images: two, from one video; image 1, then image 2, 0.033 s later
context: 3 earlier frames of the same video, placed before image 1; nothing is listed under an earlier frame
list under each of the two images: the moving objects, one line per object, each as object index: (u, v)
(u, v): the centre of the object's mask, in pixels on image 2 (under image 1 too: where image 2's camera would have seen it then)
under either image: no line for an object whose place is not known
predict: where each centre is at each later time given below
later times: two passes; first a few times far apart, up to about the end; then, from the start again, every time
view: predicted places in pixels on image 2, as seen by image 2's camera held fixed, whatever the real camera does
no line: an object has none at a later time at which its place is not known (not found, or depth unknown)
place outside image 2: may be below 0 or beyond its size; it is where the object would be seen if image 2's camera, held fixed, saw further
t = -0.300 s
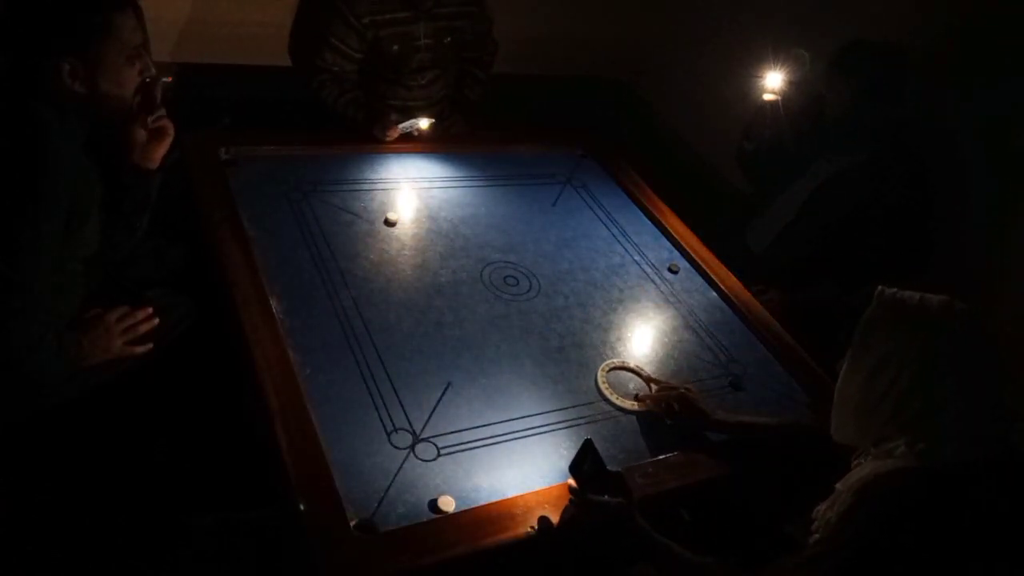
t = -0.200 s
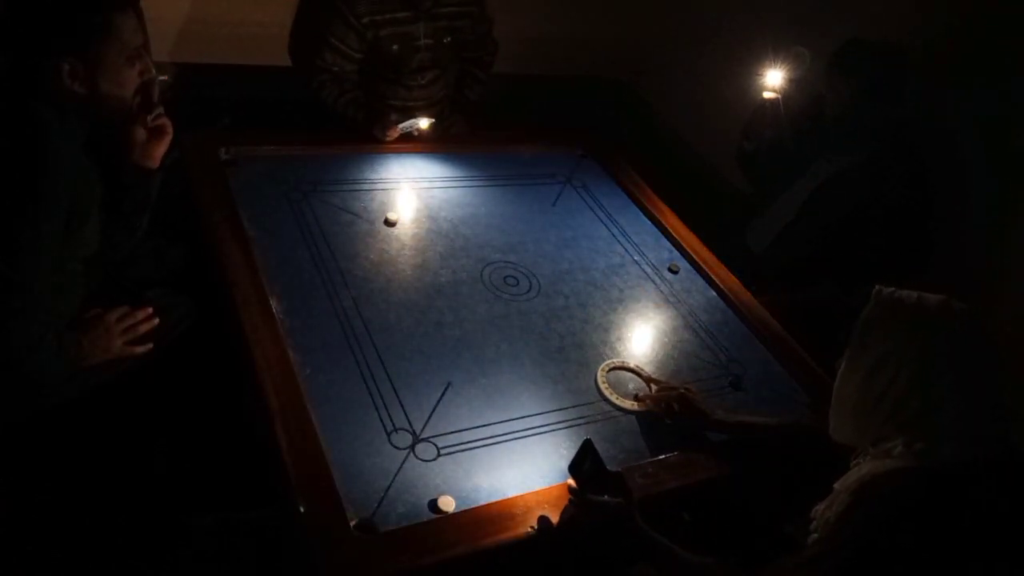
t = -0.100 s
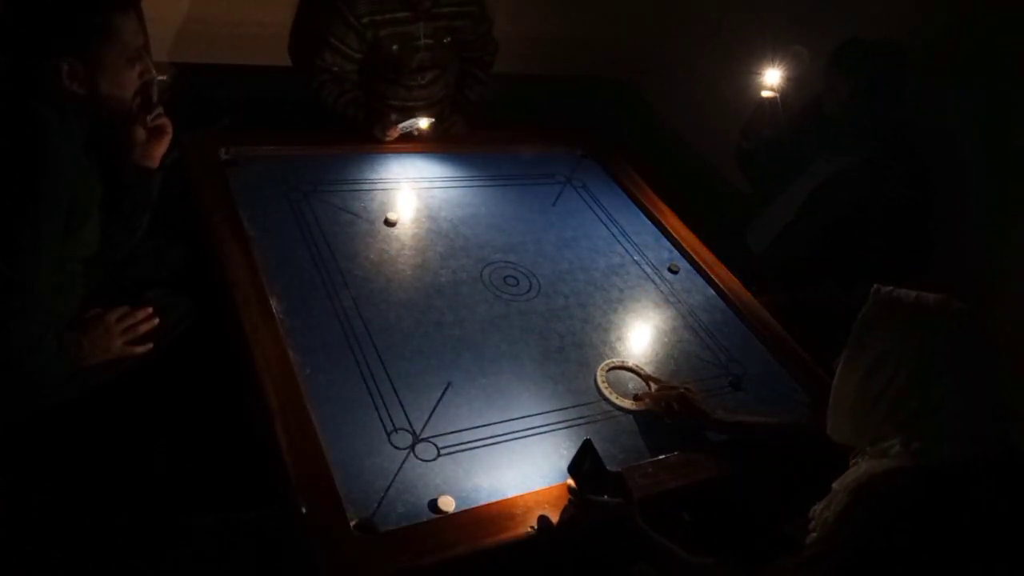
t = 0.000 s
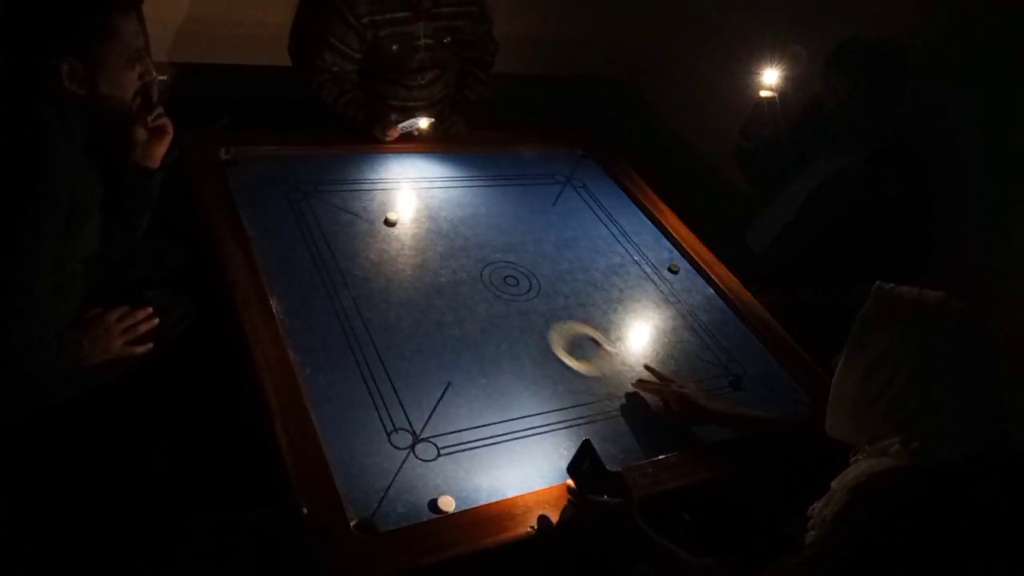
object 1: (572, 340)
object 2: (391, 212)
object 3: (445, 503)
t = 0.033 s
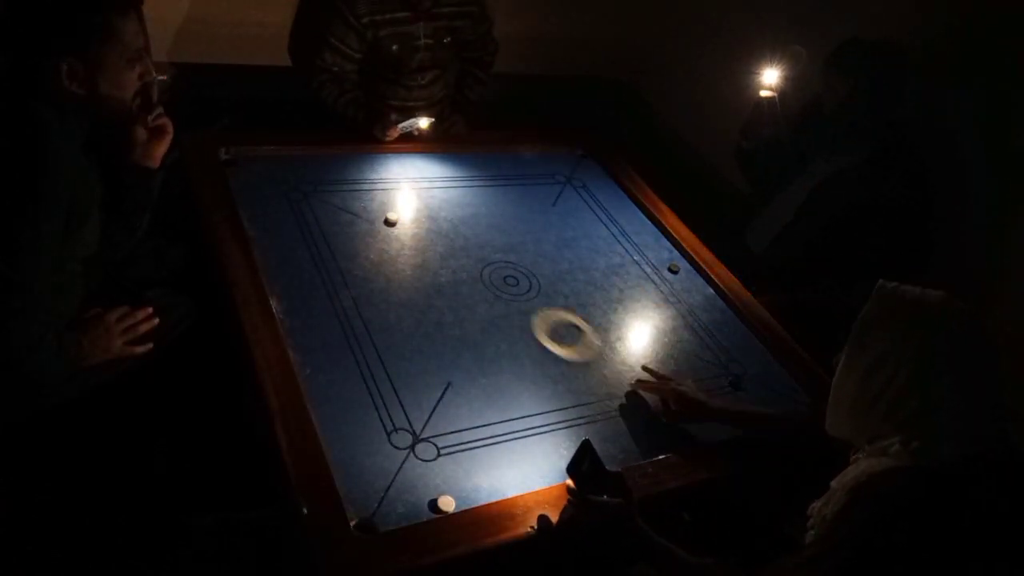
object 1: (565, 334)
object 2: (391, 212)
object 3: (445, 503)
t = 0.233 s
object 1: (468, 256)
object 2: (391, 213)
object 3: (446, 503)
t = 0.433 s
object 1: (387, 187)
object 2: (352, 207)
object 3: (446, 503)
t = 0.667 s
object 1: (371, 206)
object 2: (268, 193)
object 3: (446, 503)
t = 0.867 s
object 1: (383, 264)
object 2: (260, 178)
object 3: (445, 502)
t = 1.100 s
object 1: (397, 342)
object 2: (302, 164)
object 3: (445, 500)
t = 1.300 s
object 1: (410, 421)
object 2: (334, 158)
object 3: (445, 500)
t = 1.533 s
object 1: (399, 475)
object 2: (368, 165)
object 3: (449, 500)
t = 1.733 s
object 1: (381, 474)
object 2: (396, 172)
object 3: (453, 495)
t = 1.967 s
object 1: (408, 469)
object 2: (427, 180)
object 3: (456, 487)
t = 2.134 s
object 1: (423, 464)
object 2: (447, 186)
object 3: (472, 486)
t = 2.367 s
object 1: (442, 458)
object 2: (474, 193)
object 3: (492, 484)
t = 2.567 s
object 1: (456, 452)
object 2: (495, 199)
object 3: (505, 482)
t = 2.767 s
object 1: (468, 447)
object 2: (514, 205)
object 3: (514, 481)
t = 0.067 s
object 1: (548, 320)
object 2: (391, 212)
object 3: (445, 503)
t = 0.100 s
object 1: (531, 307)
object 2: (391, 212)
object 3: (446, 503)
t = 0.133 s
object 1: (515, 293)
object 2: (391, 212)
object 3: (446, 503)
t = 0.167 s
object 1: (499, 281)
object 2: (391, 212)
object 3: (446, 503)
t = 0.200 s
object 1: (483, 268)
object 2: (391, 212)
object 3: (446, 503)
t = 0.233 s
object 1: (468, 256)
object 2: (391, 213)
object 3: (446, 503)
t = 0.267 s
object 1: (453, 244)
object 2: (391, 213)
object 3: (446, 503)
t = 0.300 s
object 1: (440, 233)
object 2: (391, 212)
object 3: (446, 503)
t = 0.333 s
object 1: (427, 223)
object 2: (389, 212)
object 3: (446, 503)
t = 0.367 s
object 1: (413, 210)
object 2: (378, 211)
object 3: (446, 503)
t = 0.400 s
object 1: (401, 199)
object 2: (365, 210)
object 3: (446, 503)
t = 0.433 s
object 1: (387, 187)
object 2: (352, 207)
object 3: (446, 503)
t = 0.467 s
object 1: (378, 179)
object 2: (341, 206)
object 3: (446, 503)
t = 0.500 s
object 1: (369, 170)
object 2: (329, 204)
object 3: (446, 503)
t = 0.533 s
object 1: (367, 172)
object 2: (316, 201)
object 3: (446, 503)
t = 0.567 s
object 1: (368, 180)
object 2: (304, 199)
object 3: (446, 503)
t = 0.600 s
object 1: (369, 189)
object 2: (292, 197)
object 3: (446, 503)
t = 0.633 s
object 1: (370, 198)
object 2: (281, 196)
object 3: (446, 503)
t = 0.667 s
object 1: (371, 206)
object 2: (268, 193)
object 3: (446, 503)
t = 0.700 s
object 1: (373, 215)
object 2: (256, 191)
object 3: (446, 503)
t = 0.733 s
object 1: (375, 224)
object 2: (244, 189)
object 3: (446, 503)
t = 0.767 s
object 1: (377, 234)
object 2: (238, 185)
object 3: (446, 503)
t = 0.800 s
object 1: (379, 244)
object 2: (246, 183)
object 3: (446, 503)
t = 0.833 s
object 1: (381, 254)
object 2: (253, 180)
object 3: (446, 503)
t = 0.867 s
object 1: (383, 264)
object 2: (260, 178)
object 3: (445, 502)
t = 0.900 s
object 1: (385, 274)
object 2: (266, 176)
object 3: (445, 502)
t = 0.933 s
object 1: (387, 284)
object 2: (272, 173)
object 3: (445, 502)
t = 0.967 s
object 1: (388, 296)
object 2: (279, 171)
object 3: (445, 502)
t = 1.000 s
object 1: (390, 307)
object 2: (285, 169)
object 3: (445, 501)
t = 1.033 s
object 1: (392, 318)
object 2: (290, 167)
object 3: (445, 501)
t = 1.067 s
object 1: (394, 330)
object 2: (296, 165)
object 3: (445, 501)
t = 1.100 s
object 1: (397, 342)
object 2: (302, 164)
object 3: (445, 500)
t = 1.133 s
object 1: (399, 354)
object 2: (307, 162)
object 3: (445, 501)
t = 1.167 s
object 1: (401, 367)
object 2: (313, 160)
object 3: (445, 500)
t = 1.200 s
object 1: (403, 380)
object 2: (318, 159)
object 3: (445, 500)
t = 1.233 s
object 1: (406, 393)
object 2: (323, 157)
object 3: (445, 500)
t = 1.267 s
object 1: (408, 407)
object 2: (328, 157)
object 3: (445, 500)
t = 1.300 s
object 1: (410, 421)
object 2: (334, 158)
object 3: (445, 500)
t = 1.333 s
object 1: (413, 436)
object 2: (339, 159)
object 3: (445, 500)
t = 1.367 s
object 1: (416, 451)
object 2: (344, 160)
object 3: (445, 500)
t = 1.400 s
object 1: (419, 467)
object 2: (349, 161)
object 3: (446, 501)
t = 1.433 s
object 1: (417, 474)
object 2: (354, 162)
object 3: (448, 503)
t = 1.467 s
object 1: (411, 474)
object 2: (359, 162)
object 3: (448, 502)
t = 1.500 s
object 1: (405, 475)
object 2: (364, 164)
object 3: (448, 501)
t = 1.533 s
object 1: (399, 475)
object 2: (368, 165)
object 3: (449, 500)
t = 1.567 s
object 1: (393, 475)
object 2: (373, 166)
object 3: (450, 500)
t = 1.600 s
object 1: (388, 475)
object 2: (377, 167)
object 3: (451, 499)
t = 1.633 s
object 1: (382, 475)
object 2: (382, 168)
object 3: (451, 498)
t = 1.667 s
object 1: (377, 475)
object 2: (387, 170)
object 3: (452, 497)
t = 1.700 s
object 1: (377, 475)
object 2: (391, 171)
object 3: (452, 496)
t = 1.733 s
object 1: (381, 474)
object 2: (396, 172)
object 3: (453, 495)
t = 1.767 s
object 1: (385, 474)
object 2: (401, 173)
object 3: (453, 494)
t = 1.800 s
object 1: (389, 473)
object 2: (404, 174)
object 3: (453, 493)
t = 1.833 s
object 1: (393, 472)
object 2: (409, 176)
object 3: (454, 492)
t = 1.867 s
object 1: (396, 471)
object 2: (414, 177)
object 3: (455, 490)
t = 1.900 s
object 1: (400, 471)
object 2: (418, 178)
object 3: (455, 489)
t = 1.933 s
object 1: (404, 470)
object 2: (422, 179)
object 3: (456, 488)
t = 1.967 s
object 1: (408, 469)
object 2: (427, 180)
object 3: (456, 487)
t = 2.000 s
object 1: (411, 468)
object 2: (431, 181)
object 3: (458, 486)
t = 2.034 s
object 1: (414, 467)
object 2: (435, 183)
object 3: (462, 486)
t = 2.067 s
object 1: (417, 466)
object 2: (439, 184)
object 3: (465, 486)
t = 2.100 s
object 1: (420, 465)
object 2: (443, 184)
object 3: (469, 486)
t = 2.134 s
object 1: (423, 464)
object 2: (447, 186)
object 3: (472, 486)
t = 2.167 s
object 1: (426, 463)
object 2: (451, 187)
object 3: (475, 485)
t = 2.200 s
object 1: (429, 462)
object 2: (455, 188)
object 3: (478, 485)
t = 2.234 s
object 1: (432, 461)
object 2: (459, 189)
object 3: (481, 485)
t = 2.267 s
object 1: (434, 460)
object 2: (463, 190)
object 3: (484, 485)
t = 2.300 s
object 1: (437, 460)
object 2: (466, 191)
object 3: (487, 485)
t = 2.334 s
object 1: (440, 458)
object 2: (470, 192)
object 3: (490, 484)
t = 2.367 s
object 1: (442, 458)
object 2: (474, 193)
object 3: (492, 484)
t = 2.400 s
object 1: (445, 457)
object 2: (477, 194)
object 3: (495, 484)
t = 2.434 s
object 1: (447, 456)
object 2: (480, 195)
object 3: (497, 483)
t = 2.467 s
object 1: (449, 454)
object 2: (484, 196)
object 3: (499, 483)
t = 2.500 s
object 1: (452, 454)
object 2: (488, 197)
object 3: (501, 482)
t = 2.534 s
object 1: (454, 452)
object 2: (491, 198)
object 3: (503, 482)
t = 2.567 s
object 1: (456, 452)
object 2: (495, 199)
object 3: (505, 482)
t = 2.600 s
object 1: (458, 451)
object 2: (498, 200)
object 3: (507, 482)
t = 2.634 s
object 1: (461, 450)
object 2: (501, 201)
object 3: (509, 482)
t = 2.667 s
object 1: (463, 449)
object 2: (504, 202)
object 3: (510, 482)
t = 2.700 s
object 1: (465, 448)
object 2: (507, 203)
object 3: (511, 482)
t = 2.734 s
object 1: (467, 447)
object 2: (510, 204)
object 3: (513, 481)
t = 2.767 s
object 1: (468, 447)
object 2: (514, 205)
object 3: (514, 481)
